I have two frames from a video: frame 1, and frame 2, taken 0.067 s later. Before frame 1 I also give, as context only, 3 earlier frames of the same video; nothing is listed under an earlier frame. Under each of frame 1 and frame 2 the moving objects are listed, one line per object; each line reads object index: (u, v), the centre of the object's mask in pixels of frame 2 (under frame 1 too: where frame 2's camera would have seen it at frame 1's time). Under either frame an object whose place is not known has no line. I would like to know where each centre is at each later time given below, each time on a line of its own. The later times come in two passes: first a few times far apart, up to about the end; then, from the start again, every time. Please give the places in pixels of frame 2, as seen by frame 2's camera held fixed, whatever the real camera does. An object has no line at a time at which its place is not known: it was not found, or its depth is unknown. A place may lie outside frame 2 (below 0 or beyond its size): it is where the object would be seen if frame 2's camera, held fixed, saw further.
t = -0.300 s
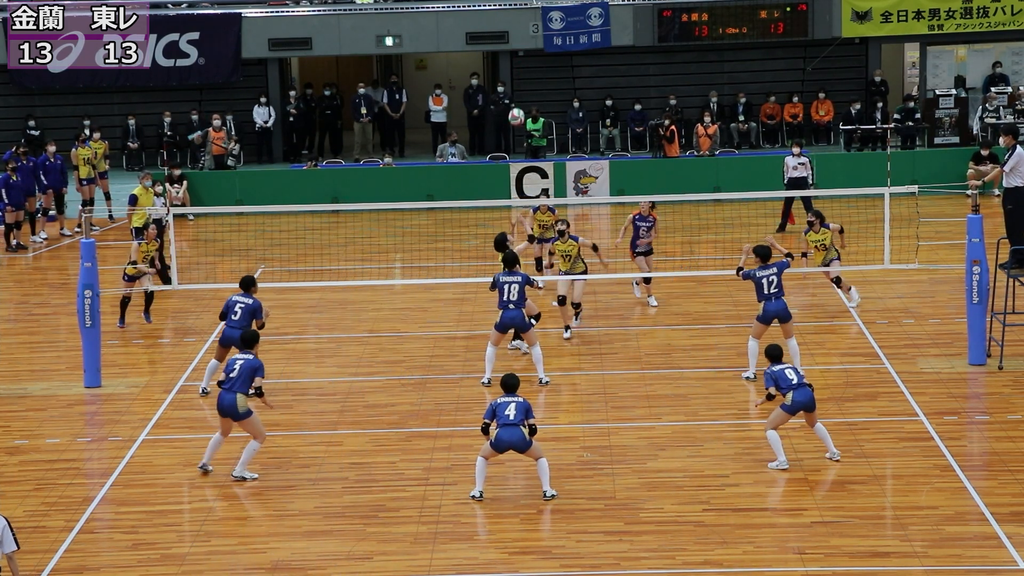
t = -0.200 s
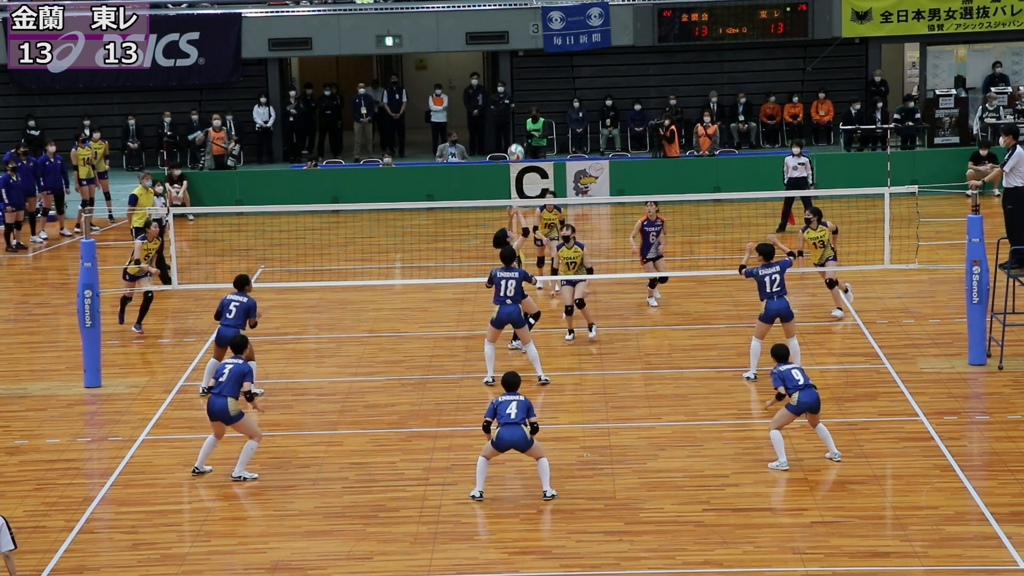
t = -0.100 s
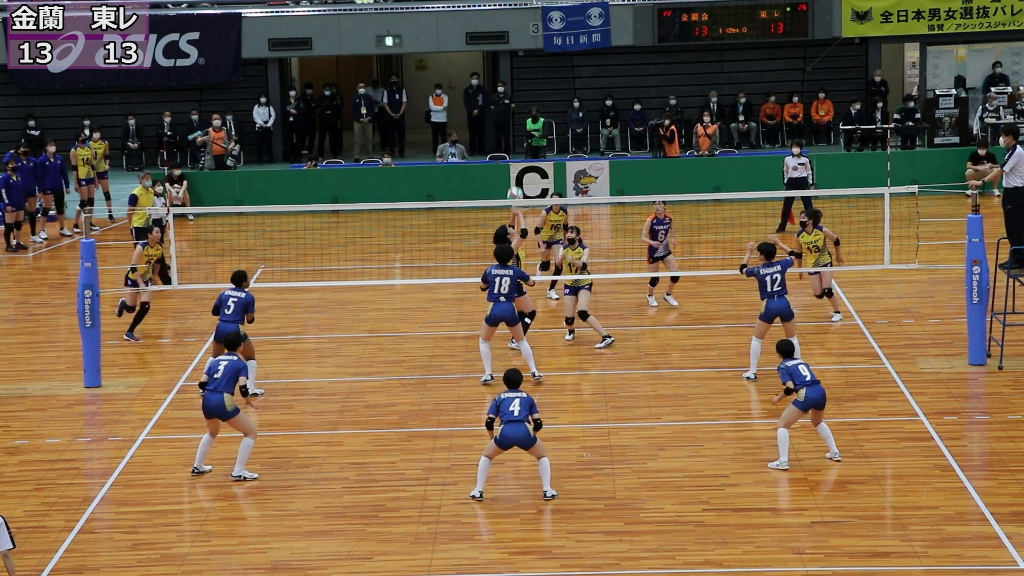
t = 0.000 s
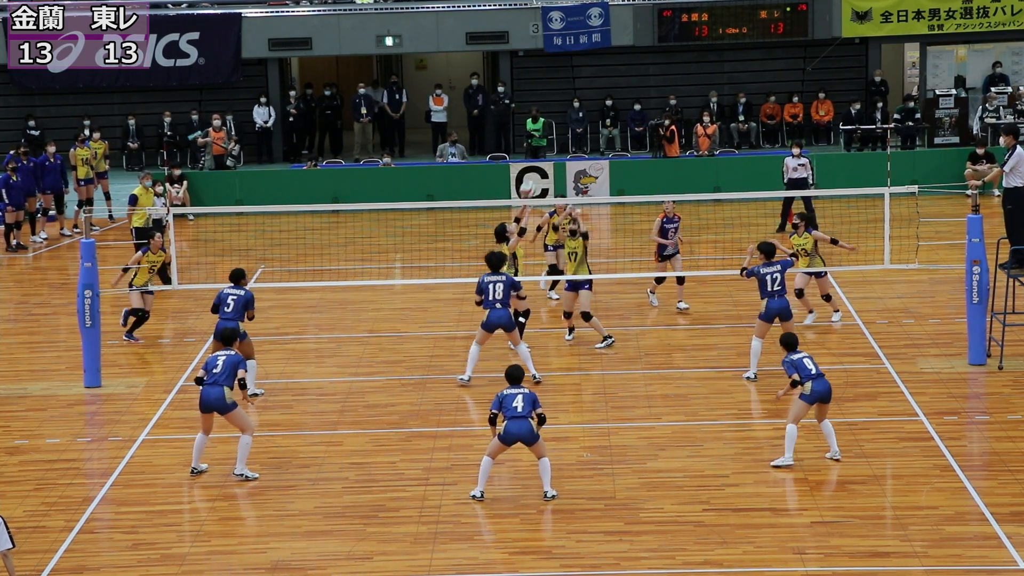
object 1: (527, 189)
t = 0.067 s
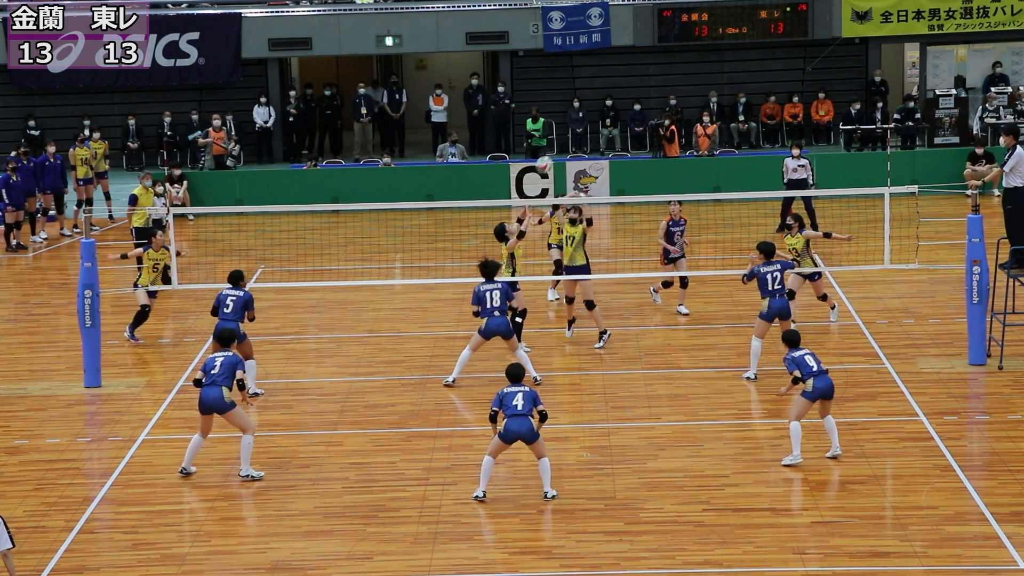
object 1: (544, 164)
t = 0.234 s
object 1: (585, 117)
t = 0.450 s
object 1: (637, 87)
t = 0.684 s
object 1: (694, 94)
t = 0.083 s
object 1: (548, 158)
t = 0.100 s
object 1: (552, 153)
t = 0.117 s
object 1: (556, 148)
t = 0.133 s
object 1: (560, 143)
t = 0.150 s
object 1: (564, 138)
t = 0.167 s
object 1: (568, 134)
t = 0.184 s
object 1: (572, 129)
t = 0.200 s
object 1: (576, 125)
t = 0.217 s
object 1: (580, 121)
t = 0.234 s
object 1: (585, 117)
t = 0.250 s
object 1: (589, 114)
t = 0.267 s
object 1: (593, 110)
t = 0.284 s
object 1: (596, 107)
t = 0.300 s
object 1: (601, 104)
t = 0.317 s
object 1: (605, 102)
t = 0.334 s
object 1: (609, 99)
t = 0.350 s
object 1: (613, 97)
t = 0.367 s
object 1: (617, 95)
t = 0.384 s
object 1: (621, 93)
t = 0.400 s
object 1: (625, 91)
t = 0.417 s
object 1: (629, 90)
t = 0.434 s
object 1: (633, 88)
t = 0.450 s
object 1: (637, 87)
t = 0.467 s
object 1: (641, 86)
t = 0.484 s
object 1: (645, 86)
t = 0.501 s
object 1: (649, 85)
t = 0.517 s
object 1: (653, 85)
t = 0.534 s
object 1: (657, 85)
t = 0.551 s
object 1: (661, 85)
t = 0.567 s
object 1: (665, 86)
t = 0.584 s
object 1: (669, 86)
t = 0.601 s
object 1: (674, 87)
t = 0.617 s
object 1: (677, 88)
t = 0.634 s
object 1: (681, 89)
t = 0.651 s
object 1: (686, 91)
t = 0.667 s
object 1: (689, 92)
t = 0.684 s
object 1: (694, 94)
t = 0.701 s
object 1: (698, 96)
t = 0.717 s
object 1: (701, 98)
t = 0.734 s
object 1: (705, 101)
